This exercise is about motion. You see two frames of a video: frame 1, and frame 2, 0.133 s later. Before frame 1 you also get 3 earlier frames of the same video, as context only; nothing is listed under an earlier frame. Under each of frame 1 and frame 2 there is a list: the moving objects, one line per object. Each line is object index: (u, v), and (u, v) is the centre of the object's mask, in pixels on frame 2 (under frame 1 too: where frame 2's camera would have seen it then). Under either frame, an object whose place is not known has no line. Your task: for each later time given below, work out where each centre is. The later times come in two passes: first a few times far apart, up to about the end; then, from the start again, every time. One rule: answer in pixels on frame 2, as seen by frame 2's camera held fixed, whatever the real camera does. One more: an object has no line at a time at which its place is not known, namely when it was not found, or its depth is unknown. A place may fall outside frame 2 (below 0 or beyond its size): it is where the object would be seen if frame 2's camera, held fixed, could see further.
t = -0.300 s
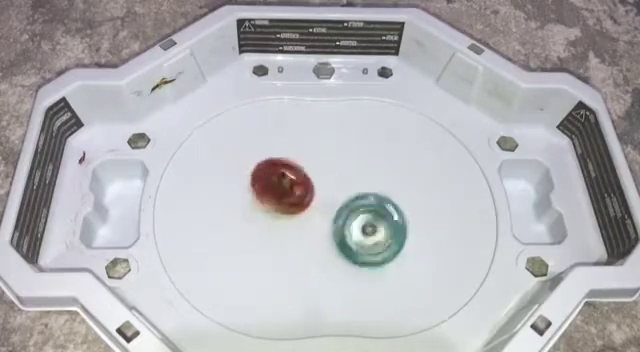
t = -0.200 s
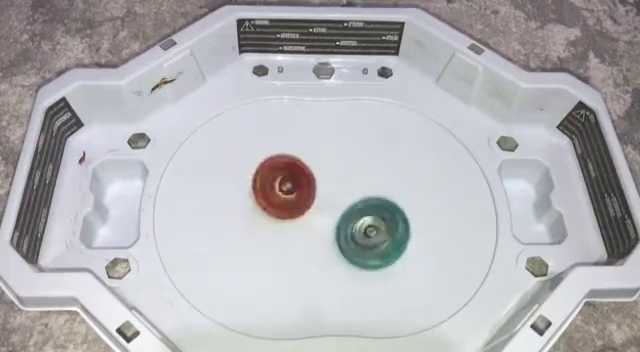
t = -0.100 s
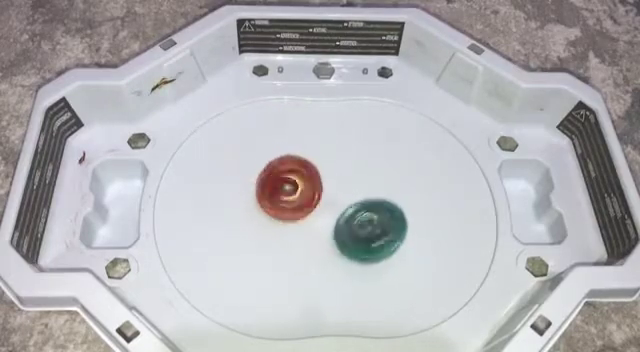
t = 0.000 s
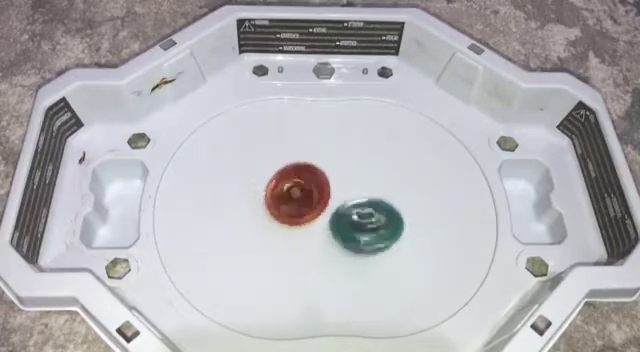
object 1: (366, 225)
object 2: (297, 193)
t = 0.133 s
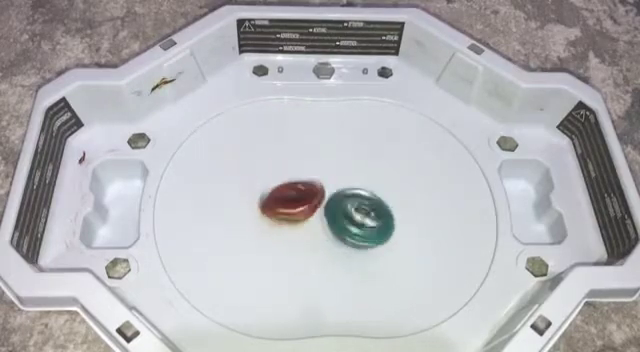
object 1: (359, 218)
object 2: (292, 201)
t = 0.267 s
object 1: (354, 210)
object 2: (284, 200)
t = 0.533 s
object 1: (363, 203)
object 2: (296, 200)
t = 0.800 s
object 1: (354, 204)
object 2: (277, 211)
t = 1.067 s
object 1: (347, 211)
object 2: (277, 201)
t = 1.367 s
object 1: (363, 215)
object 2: (296, 199)
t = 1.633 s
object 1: (368, 222)
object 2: (267, 183)
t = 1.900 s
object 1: (343, 214)
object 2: (274, 179)
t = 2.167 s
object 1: (340, 227)
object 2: (272, 180)
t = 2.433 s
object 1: (323, 225)
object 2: (287, 178)
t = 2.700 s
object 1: (317, 229)
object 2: (305, 184)
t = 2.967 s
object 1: (310, 230)
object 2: (305, 184)
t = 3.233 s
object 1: (311, 229)
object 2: (304, 184)
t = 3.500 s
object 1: (312, 229)
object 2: (304, 184)
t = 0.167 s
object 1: (357, 216)
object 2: (289, 201)
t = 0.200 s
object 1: (357, 214)
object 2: (287, 202)
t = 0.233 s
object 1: (355, 212)
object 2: (284, 201)
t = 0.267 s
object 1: (354, 210)
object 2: (284, 200)
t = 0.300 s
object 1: (355, 209)
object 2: (284, 200)
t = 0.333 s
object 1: (357, 210)
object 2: (285, 199)
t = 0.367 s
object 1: (358, 209)
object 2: (285, 199)
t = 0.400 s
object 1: (360, 208)
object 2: (287, 200)
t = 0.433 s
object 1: (361, 207)
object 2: (289, 199)
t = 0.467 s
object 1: (362, 205)
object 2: (291, 198)
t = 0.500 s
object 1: (363, 204)
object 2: (294, 199)
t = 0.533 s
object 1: (363, 203)
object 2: (296, 200)
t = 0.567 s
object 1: (362, 203)
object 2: (298, 203)
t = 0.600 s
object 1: (361, 203)
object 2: (298, 205)
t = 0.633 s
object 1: (360, 202)
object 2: (297, 207)
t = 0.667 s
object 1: (358, 201)
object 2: (296, 209)
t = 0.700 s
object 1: (357, 201)
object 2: (294, 210)
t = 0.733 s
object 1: (357, 202)
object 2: (288, 210)
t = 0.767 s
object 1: (356, 203)
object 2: (283, 210)
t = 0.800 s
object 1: (354, 204)
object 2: (277, 211)
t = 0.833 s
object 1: (353, 204)
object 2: (273, 211)
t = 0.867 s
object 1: (350, 205)
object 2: (271, 209)
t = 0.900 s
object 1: (347, 205)
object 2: (271, 207)
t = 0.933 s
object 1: (346, 205)
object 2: (271, 204)
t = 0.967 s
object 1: (345, 205)
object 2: (270, 202)
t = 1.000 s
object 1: (345, 207)
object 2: (271, 201)
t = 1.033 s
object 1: (346, 209)
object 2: (274, 202)
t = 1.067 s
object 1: (347, 211)
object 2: (277, 201)
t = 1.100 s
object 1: (349, 214)
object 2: (282, 200)
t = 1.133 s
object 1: (351, 216)
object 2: (286, 201)
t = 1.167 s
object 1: (354, 218)
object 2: (286, 201)
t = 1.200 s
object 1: (358, 219)
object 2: (288, 200)
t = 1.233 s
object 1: (360, 219)
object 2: (290, 200)
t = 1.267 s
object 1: (362, 218)
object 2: (291, 199)
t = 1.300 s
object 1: (363, 217)
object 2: (292, 199)
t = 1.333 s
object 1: (363, 216)
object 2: (294, 198)
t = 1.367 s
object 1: (363, 215)
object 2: (296, 199)
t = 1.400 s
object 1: (363, 215)
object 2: (296, 200)
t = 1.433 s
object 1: (363, 216)
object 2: (292, 198)
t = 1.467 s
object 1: (368, 218)
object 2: (284, 193)
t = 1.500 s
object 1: (372, 221)
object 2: (277, 188)
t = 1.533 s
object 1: (373, 222)
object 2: (273, 185)
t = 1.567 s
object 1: (372, 223)
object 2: (271, 183)
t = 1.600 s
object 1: (370, 222)
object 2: (268, 183)
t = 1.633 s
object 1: (368, 222)
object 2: (267, 183)
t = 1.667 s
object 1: (365, 221)
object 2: (269, 183)
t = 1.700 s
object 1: (362, 220)
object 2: (271, 184)
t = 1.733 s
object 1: (357, 218)
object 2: (274, 184)
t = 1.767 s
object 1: (353, 215)
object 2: (276, 185)
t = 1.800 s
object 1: (348, 213)
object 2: (278, 185)
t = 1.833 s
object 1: (344, 212)
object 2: (279, 184)
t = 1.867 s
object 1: (343, 212)
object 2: (277, 182)
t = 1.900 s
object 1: (343, 214)
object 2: (274, 179)
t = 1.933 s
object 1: (344, 215)
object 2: (273, 178)
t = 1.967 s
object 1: (344, 217)
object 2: (271, 179)
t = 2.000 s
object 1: (344, 219)
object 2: (271, 179)
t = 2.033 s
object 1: (345, 222)
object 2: (271, 179)
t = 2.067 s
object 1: (345, 226)
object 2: (271, 180)
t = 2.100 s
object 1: (344, 227)
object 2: (271, 180)
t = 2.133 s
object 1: (343, 228)
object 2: (272, 181)
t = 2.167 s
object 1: (340, 227)
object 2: (272, 180)
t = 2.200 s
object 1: (339, 225)
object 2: (273, 180)
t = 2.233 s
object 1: (337, 223)
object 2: (274, 180)
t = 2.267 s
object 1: (335, 222)
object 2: (275, 179)
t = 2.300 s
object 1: (333, 221)
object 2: (277, 179)
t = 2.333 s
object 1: (332, 221)
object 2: (279, 178)
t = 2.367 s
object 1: (330, 221)
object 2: (282, 177)
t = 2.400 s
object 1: (327, 223)
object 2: (284, 177)
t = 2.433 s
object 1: (323, 225)
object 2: (287, 178)
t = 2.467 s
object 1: (320, 226)
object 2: (290, 179)
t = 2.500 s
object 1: (318, 226)
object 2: (293, 179)
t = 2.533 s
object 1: (317, 227)
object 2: (296, 180)
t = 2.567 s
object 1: (317, 229)
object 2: (299, 182)
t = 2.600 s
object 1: (317, 229)
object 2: (301, 183)
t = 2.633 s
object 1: (317, 229)
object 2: (303, 183)
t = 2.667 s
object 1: (317, 229)
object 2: (305, 184)
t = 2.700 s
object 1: (317, 229)
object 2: (305, 184)
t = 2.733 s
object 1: (317, 229)
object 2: (306, 184)
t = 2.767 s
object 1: (316, 229)
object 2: (306, 184)
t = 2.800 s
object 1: (315, 229)
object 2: (306, 184)
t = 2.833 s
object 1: (313, 229)
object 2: (306, 184)
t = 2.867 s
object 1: (312, 230)
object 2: (306, 184)
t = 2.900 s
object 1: (311, 230)
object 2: (306, 184)
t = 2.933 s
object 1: (310, 230)
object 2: (305, 184)
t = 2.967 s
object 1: (310, 230)
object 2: (305, 184)
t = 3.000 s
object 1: (310, 230)
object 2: (304, 184)
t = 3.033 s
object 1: (311, 229)
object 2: (303, 184)
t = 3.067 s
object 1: (312, 229)
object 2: (303, 184)
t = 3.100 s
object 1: (313, 229)
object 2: (303, 184)
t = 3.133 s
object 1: (312, 229)
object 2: (304, 184)
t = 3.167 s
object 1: (312, 229)
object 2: (304, 184)
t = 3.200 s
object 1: (311, 229)
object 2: (304, 184)
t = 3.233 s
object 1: (311, 229)
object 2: (304, 184)
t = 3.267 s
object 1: (312, 229)
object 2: (304, 184)
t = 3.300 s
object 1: (313, 229)
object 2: (304, 184)
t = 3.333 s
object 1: (312, 229)
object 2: (304, 184)
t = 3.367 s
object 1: (312, 229)
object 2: (304, 184)
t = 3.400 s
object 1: (312, 229)
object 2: (304, 184)
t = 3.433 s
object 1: (312, 229)
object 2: (304, 184)
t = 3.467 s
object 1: (312, 229)
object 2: (304, 184)
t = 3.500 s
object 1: (312, 229)
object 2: (304, 184)
